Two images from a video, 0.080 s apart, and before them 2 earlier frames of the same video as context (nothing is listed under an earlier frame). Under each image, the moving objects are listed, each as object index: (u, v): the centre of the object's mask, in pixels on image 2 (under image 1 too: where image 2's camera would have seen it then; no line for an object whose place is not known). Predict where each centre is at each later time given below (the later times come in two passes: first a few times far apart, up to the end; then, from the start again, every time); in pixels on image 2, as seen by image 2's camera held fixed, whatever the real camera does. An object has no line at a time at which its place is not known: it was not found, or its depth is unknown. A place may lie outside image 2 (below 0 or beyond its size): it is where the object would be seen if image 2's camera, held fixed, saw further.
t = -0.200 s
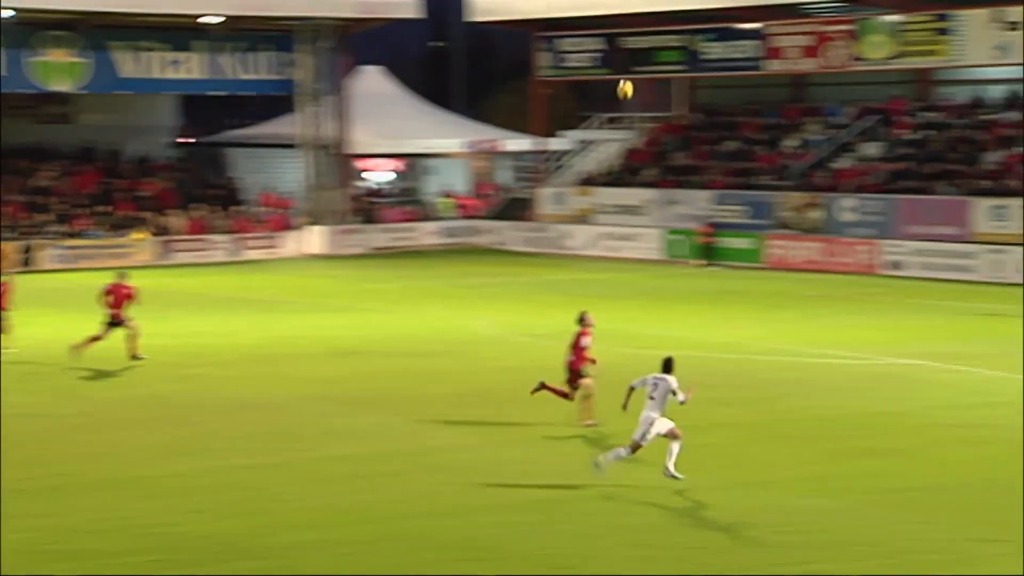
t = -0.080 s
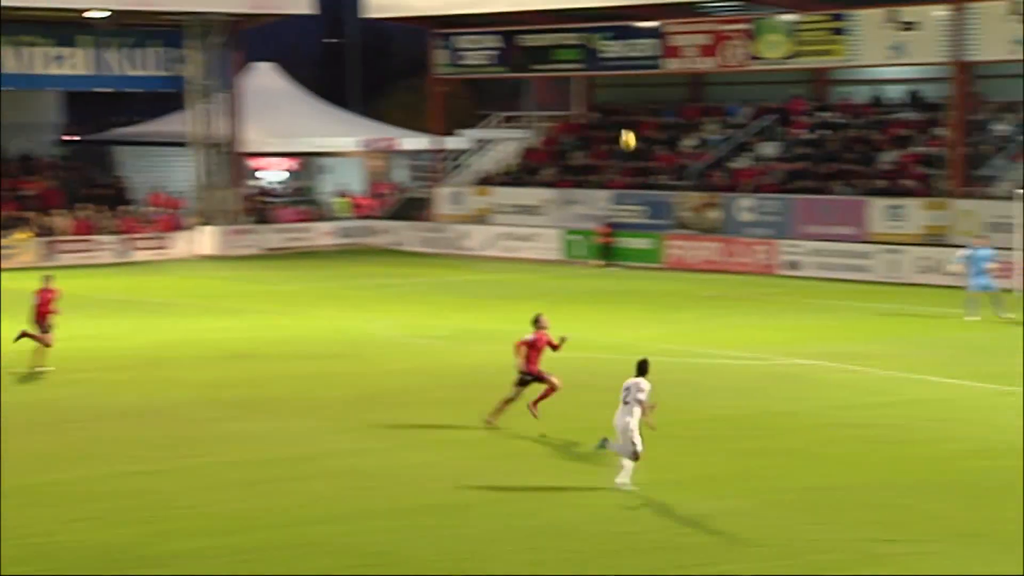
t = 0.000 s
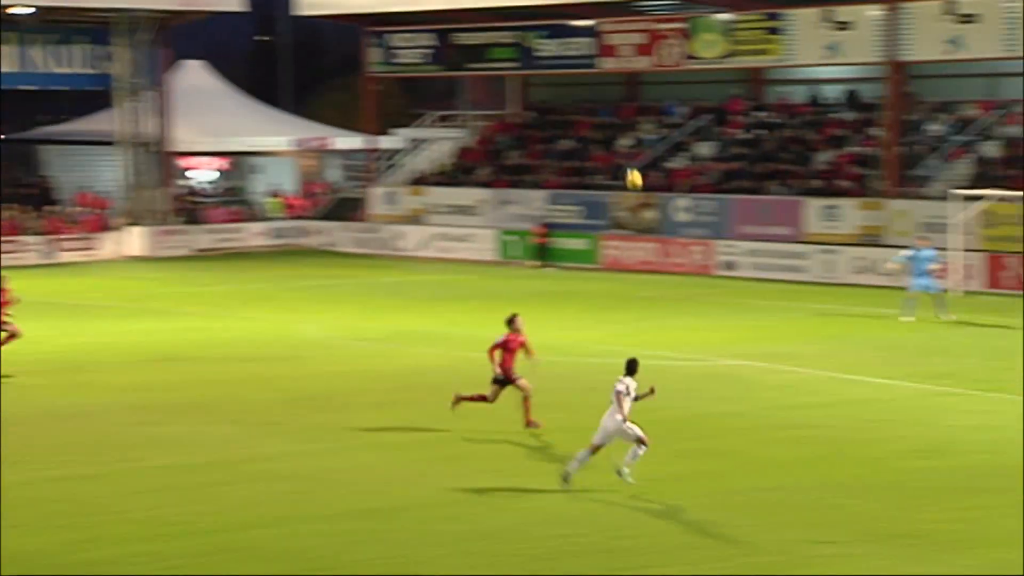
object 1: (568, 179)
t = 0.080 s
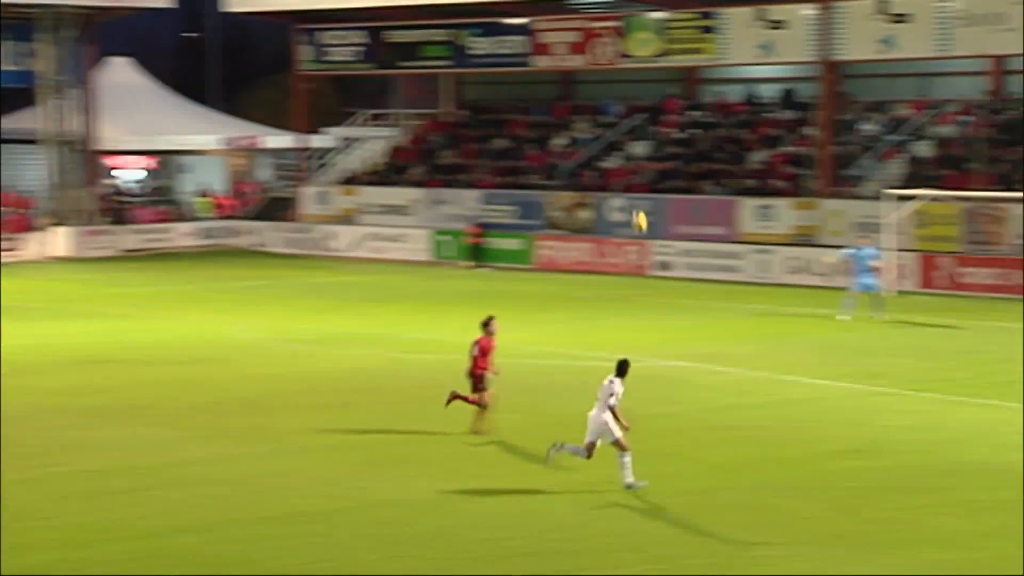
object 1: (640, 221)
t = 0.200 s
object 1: (746, 292)
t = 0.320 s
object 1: (857, 372)
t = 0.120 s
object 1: (676, 244)
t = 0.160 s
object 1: (711, 267)
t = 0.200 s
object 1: (746, 292)
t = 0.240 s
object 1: (783, 318)
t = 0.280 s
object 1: (819, 345)
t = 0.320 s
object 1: (857, 372)
